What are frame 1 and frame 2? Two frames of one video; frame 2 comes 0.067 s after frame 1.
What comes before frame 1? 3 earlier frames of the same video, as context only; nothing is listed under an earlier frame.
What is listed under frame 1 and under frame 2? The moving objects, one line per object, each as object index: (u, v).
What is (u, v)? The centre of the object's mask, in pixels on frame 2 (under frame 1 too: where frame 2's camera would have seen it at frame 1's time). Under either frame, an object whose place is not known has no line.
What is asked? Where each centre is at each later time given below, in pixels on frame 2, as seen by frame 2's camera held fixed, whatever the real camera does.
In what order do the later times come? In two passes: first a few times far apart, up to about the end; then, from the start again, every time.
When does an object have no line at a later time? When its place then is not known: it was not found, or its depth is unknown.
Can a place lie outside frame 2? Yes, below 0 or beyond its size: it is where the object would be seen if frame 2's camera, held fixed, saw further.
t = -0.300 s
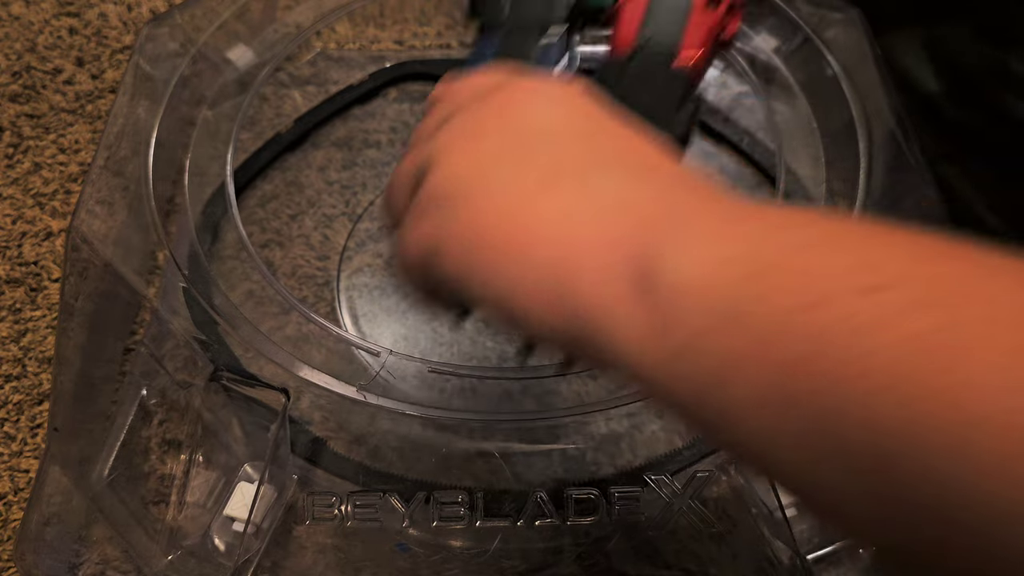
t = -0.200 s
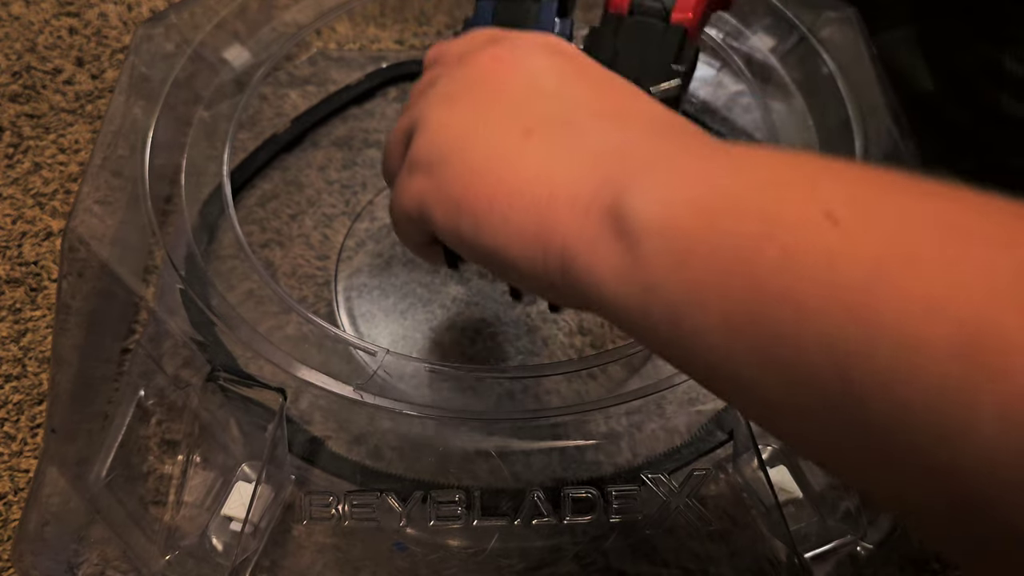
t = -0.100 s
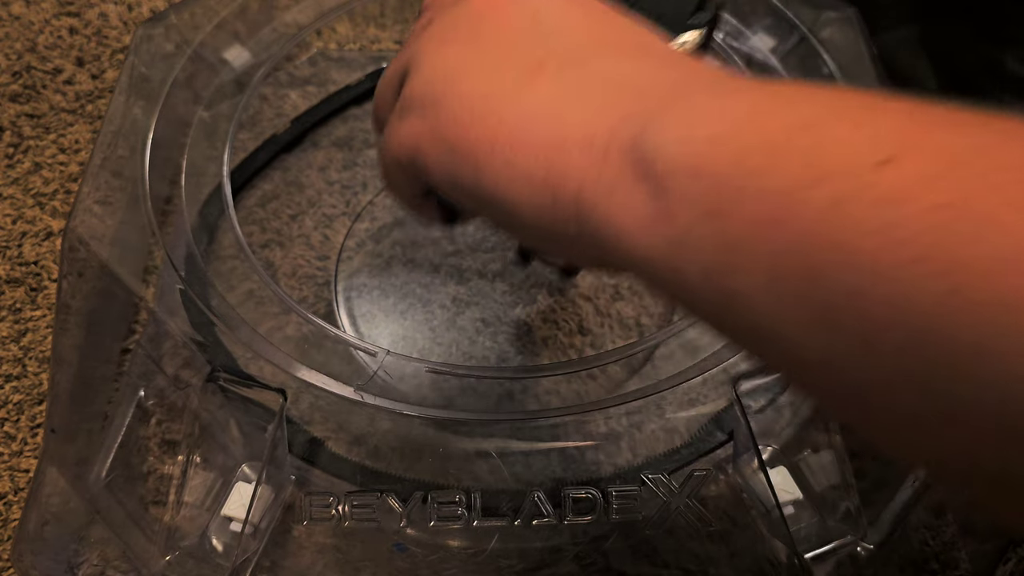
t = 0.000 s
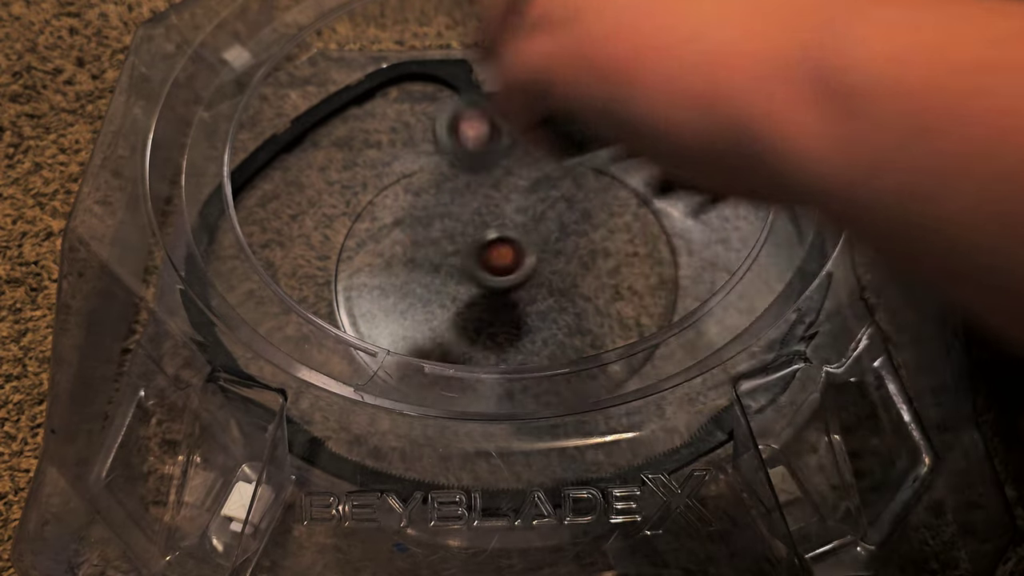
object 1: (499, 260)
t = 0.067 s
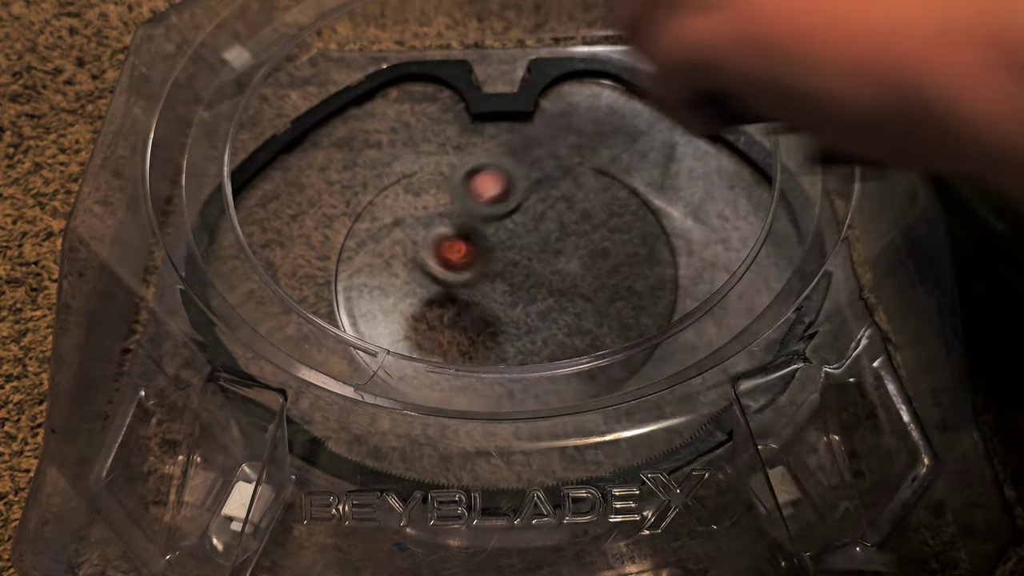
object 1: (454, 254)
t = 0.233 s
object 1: (345, 230)
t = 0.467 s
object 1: (449, 249)
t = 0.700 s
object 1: (335, 296)
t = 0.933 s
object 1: (374, 331)
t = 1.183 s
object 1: (561, 332)
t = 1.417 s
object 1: (574, 249)
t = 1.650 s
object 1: (633, 182)
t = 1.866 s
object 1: (506, 203)
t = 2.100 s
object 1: (447, 248)
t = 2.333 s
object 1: (543, 289)
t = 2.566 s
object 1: (595, 257)
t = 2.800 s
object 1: (546, 228)
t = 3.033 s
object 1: (494, 258)
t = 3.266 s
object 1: (507, 278)
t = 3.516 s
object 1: (527, 259)
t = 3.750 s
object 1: (439, 183)
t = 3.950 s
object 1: (380, 179)
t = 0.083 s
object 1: (436, 248)
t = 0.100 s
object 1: (423, 244)
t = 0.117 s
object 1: (409, 246)
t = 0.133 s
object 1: (394, 246)
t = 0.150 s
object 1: (382, 242)
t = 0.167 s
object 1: (371, 238)
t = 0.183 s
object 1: (364, 236)
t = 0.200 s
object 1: (355, 234)
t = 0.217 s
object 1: (350, 232)
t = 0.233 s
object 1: (345, 230)
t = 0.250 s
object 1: (345, 228)
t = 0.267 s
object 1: (349, 227)
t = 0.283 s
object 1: (353, 228)
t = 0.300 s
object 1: (358, 229)
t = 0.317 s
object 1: (365, 230)
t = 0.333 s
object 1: (370, 231)
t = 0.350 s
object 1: (378, 233)
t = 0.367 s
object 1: (387, 234)
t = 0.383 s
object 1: (397, 236)
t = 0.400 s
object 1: (407, 238)
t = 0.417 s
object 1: (418, 241)
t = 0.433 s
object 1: (429, 243)
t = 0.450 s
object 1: (439, 246)
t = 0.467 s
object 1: (449, 249)
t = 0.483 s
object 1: (461, 251)
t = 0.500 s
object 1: (472, 253)
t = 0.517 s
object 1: (483, 255)
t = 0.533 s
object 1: (493, 256)
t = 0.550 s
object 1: (503, 257)
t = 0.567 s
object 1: (513, 258)
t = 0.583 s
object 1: (522, 258)
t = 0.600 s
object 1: (502, 268)
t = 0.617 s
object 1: (470, 278)
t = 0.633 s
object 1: (439, 287)
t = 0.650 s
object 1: (409, 292)
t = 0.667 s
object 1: (374, 296)
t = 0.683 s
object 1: (354, 298)
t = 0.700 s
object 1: (335, 296)
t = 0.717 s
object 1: (320, 293)
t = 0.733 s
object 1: (295, 304)
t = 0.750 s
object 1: (274, 314)
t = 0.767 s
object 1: (253, 317)
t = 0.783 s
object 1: (242, 319)
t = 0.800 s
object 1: (241, 320)
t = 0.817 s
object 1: (253, 322)
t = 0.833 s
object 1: (278, 323)
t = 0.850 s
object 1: (287, 324)
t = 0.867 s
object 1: (304, 327)
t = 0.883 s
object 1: (320, 331)
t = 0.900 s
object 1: (334, 333)
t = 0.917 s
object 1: (356, 333)
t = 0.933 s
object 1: (374, 331)
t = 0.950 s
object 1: (389, 329)
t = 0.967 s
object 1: (405, 332)
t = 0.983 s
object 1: (420, 332)
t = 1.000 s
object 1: (436, 332)
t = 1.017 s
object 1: (451, 332)
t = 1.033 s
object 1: (467, 329)
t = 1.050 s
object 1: (483, 327)
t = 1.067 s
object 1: (498, 324)
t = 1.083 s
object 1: (508, 323)
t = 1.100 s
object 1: (517, 325)
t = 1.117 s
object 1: (527, 330)
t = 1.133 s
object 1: (537, 333)
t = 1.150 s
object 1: (546, 333)
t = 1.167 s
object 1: (554, 333)
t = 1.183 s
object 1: (561, 332)
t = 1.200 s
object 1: (567, 330)
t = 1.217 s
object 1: (574, 327)
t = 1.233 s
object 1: (578, 325)
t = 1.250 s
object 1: (582, 322)
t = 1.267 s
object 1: (586, 317)
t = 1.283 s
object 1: (588, 312)
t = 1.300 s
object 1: (590, 305)
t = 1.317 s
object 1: (590, 297)
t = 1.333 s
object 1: (589, 290)
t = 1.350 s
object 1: (587, 282)
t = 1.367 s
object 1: (586, 273)
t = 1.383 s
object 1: (582, 265)
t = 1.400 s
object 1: (579, 257)
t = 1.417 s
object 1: (574, 249)
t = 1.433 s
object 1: (569, 242)
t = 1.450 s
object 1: (567, 234)
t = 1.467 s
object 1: (576, 228)
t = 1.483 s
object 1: (590, 221)
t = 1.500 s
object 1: (604, 213)
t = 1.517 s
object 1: (614, 207)
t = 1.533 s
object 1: (624, 200)
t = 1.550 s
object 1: (631, 196)
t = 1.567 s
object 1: (637, 190)
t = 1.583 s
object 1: (643, 185)
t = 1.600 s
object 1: (645, 181)
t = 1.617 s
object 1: (644, 180)
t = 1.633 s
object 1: (640, 181)
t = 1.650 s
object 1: (633, 182)
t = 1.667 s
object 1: (628, 181)
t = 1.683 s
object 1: (619, 185)
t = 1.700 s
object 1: (610, 185)
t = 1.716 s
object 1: (601, 186)
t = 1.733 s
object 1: (593, 186)
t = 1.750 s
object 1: (582, 189)
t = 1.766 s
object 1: (570, 192)
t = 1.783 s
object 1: (560, 193)
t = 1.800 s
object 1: (548, 195)
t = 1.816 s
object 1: (538, 197)
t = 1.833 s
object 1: (526, 198)
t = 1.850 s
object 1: (515, 201)
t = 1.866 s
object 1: (506, 203)
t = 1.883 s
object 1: (494, 207)
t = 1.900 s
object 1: (485, 209)
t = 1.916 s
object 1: (477, 210)
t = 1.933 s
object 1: (470, 213)
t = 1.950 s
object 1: (463, 215)
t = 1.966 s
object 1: (457, 218)
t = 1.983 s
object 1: (452, 221)
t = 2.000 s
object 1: (448, 223)
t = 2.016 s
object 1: (445, 227)
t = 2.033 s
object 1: (443, 232)
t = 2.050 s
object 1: (443, 235)
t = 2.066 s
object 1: (444, 239)
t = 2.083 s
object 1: (444, 243)
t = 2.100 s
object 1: (447, 248)
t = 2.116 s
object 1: (450, 251)
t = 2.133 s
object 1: (454, 256)
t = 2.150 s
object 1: (459, 261)
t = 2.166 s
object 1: (465, 265)
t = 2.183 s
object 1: (472, 270)
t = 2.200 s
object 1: (478, 274)
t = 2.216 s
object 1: (486, 277)
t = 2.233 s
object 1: (494, 281)
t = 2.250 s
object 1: (501, 283)
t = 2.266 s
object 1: (510, 285)
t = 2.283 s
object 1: (519, 287)
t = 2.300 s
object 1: (527, 289)
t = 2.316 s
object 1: (535, 289)
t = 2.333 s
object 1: (543, 289)
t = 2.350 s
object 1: (550, 288)
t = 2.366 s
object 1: (557, 288)
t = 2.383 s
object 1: (563, 286)
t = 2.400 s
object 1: (570, 284)
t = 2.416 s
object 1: (575, 283)
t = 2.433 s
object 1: (580, 280)
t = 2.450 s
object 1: (584, 278)
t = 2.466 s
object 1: (587, 274)
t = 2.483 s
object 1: (590, 272)
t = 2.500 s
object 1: (592, 269)
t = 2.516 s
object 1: (593, 266)
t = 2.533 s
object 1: (595, 262)
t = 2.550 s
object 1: (595, 260)
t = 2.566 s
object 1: (595, 257)
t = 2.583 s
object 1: (593, 254)
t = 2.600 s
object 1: (591, 249)
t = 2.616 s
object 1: (590, 246)
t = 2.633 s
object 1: (587, 243)
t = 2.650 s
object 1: (585, 241)
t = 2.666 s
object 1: (581, 237)
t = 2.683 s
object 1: (578, 236)
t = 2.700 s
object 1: (573, 234)
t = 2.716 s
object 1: (569, 232)
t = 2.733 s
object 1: (565, 230)
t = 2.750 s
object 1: (560, 230)
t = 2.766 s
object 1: (556, 228)
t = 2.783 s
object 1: (551, 227)
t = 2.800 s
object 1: (546, 228)
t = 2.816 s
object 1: (542, 228)
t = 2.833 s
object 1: (537, 228)
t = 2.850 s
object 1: (532, 230)
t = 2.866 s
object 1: (527, 231)
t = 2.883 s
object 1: (523, 233)
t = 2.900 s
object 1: (519, 235)
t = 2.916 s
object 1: (515, 237)
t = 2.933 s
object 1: (511, 239)
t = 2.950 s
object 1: (507, 242)
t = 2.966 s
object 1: (503, 245)
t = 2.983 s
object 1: (500, 247)
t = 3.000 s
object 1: (498, 252)
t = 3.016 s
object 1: (496, 255)
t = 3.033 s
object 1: (494, 258)
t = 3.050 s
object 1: (492, 262)
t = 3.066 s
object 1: (491, 265)
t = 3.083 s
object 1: (490, 269)
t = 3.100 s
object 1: (491, 273)
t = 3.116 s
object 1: (491, 275)
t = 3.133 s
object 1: (492, 277)
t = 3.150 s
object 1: (493, 280)
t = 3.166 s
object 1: (494, 282)
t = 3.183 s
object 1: (496, 284)
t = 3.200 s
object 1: (499, 285)
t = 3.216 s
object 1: (500, 284)
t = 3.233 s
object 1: (502, 283)
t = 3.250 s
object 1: (505, 280)
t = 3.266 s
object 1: (507, 278)
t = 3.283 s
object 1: (509, 276)
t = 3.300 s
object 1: (512, 274)
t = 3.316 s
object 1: (514, 273)
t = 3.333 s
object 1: (517, 271)
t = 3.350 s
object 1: (519, 269)
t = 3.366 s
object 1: (521, 268)
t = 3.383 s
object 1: (523, 266)
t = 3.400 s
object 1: (525, 265)
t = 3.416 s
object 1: (526, 263)
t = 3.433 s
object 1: (527, 262)
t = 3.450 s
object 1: (528, 262)
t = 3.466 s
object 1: (528, 261)
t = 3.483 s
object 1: (528, 260)
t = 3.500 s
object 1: (527, 259)
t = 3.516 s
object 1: (527, 259)
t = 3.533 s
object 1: (525, 259)
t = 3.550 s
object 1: (524, 259)
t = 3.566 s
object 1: (522, 258)
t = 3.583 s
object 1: (520, 258)
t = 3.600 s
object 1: (517, 259)
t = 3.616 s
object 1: (509, 252)
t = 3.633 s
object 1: (499, 242)
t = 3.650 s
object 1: (488, 232)
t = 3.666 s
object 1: (479, 221)
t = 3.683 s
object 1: (470, 212)
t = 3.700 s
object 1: (462, 204)
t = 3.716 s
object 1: (453, 195)
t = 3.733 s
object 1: (446, 188)
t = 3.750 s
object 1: (439, 183)
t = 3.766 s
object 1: (430, 177)
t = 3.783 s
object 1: (425, 173)
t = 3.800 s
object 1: (419, 169)
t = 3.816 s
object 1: (412, 167)
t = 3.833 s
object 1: (406, 165)
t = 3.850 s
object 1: (400, 165)
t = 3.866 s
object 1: (396, 165)
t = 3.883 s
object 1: (391, 166)
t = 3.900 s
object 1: (387, 168)
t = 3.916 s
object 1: (384, 171)
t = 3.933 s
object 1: (382, 174)
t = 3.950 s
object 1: (380, 179)
